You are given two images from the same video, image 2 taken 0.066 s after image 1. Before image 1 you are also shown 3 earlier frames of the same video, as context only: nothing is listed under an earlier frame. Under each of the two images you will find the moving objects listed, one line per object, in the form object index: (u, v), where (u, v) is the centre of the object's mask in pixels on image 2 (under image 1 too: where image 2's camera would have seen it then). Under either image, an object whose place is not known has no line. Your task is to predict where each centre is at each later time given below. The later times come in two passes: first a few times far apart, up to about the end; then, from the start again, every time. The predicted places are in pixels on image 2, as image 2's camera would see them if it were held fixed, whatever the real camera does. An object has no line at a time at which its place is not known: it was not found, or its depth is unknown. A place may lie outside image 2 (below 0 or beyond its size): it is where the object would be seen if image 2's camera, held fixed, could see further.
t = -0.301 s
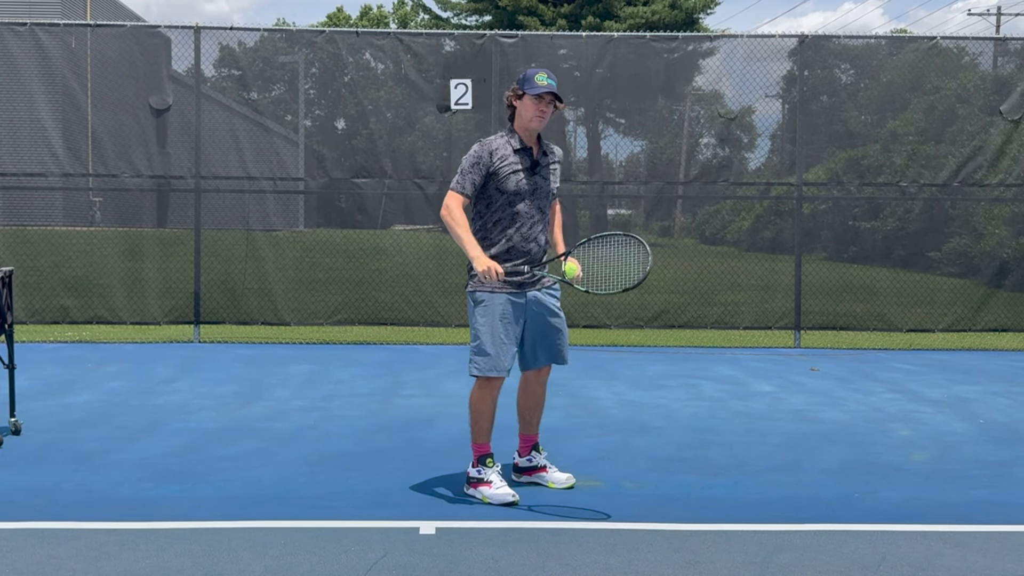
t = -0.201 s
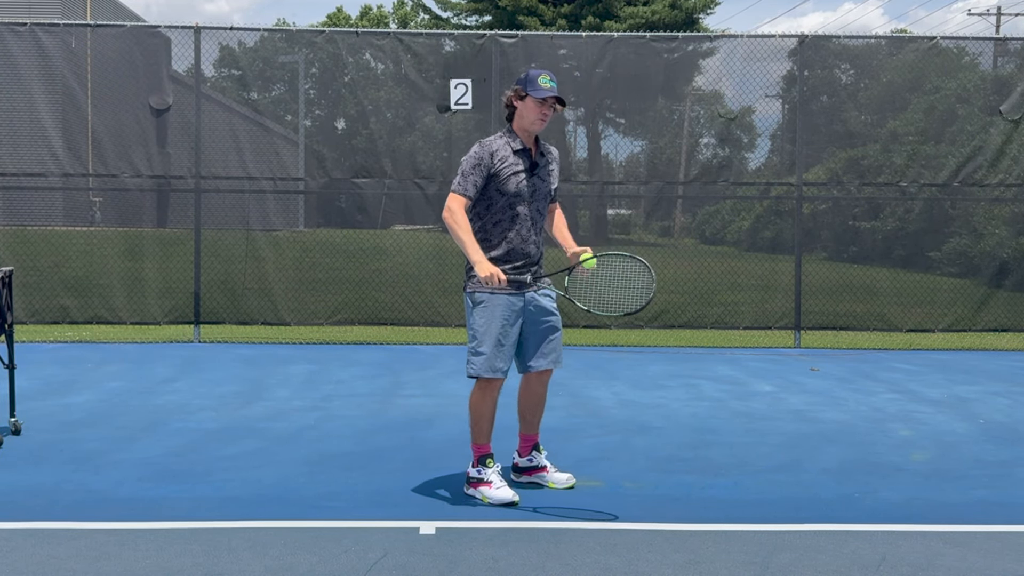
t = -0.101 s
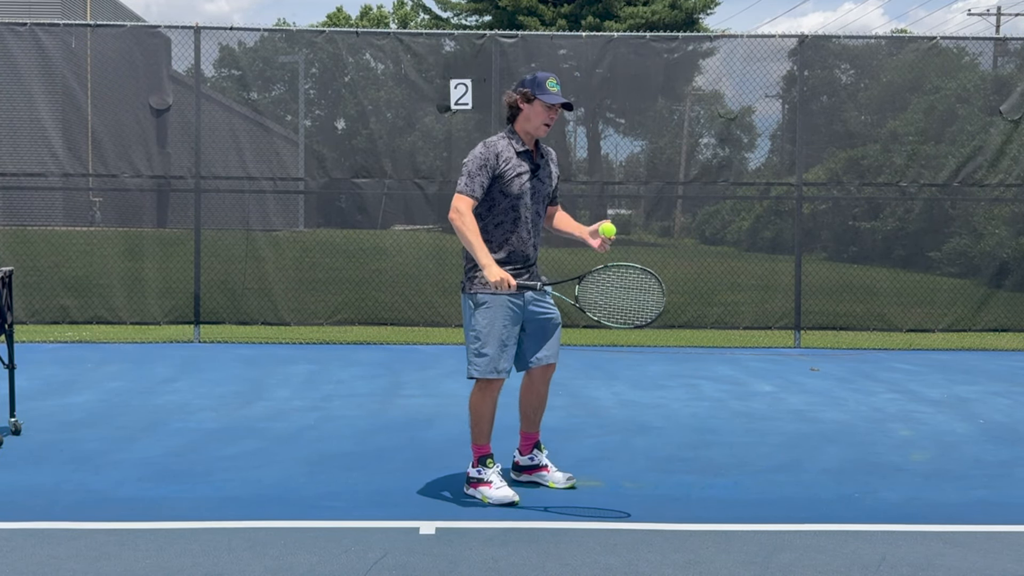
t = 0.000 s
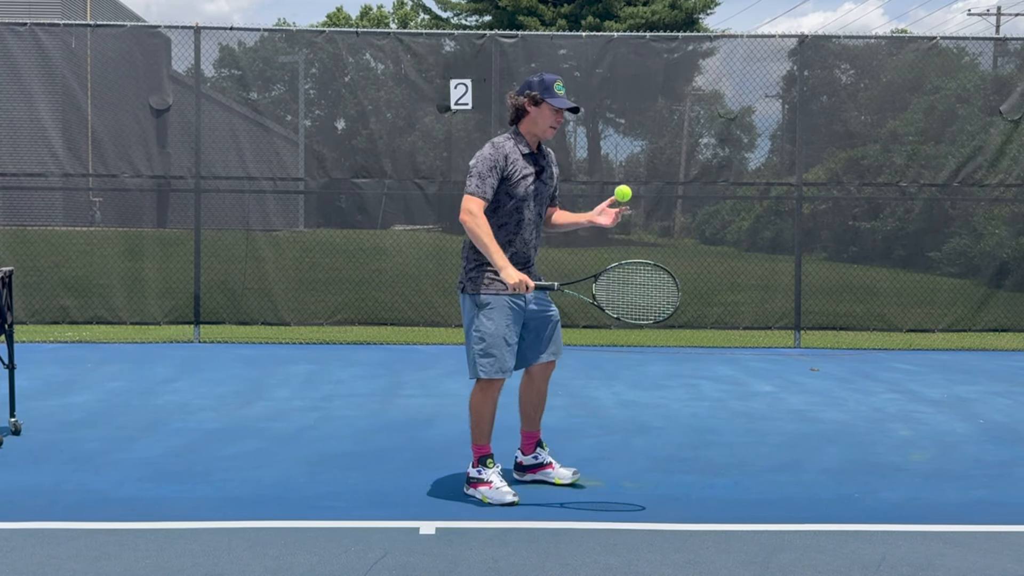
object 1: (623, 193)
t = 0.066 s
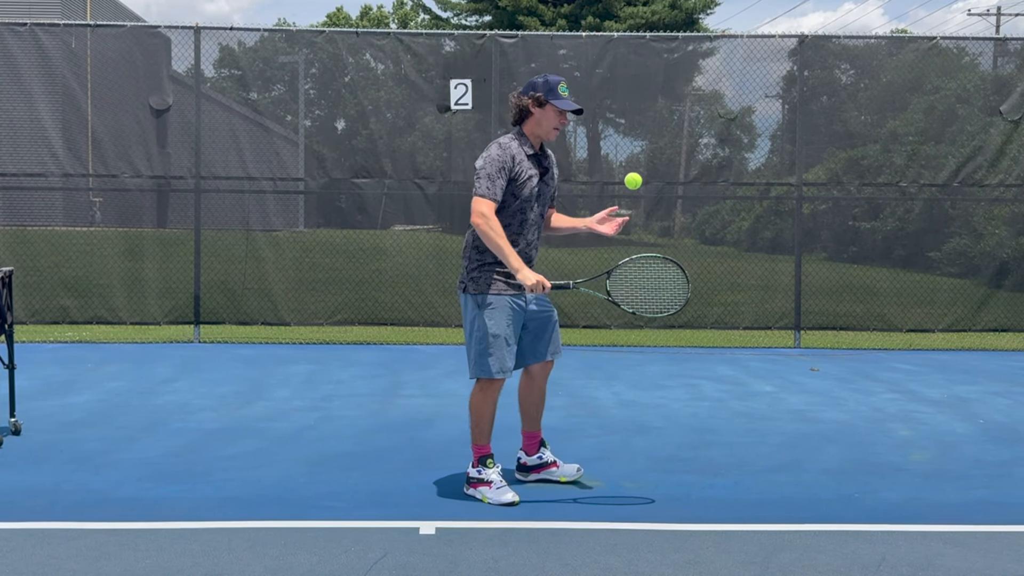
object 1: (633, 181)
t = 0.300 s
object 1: (668, 222)
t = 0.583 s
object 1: (710, 452)
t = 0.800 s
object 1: (731, 371)
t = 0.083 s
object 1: (636, 179)
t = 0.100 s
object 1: (638, 179)
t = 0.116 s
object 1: (641, 179)
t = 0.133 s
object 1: (643, 179)
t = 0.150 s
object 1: (646, 180)
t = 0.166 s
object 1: (648, 182)
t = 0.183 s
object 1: (651, 185)
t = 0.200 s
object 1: (653, 188)
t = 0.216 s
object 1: (656, 192)
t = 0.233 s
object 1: (658, 197)
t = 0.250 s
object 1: (661, 202)
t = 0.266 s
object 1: (663, 208)
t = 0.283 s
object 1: (666, 215)
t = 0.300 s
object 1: (668, 222)
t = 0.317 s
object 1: (671, 230)
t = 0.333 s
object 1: (673, 239)
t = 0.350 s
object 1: (676, 248)
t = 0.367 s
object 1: (678, 258)
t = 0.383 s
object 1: (680, 269)
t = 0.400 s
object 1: (682, 281)
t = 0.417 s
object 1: (685, 293)
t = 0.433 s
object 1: (687, 306)
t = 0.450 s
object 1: (690, 319)
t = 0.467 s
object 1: (692, 334)
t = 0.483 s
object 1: (694, 349)
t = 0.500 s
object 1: (697, 364)
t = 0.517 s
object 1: (700, 380)
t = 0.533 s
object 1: (702, 397)
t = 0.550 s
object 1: (705, 415)
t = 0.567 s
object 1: (707, 433)
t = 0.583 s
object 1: (710, 452)
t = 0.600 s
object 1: (712, 472)
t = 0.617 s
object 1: (715, 492)
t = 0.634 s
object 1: (717, 508)
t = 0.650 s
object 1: (718, 491)
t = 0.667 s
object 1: (719, 475)
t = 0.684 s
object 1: (721, 460)
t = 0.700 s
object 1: (722, 445)
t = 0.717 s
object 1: (724, 431)
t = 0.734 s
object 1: (725, 418)
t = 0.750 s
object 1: (727, 405)
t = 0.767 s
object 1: (728, 393)
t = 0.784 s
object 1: (729, 382)
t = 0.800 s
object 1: (731, 371)
